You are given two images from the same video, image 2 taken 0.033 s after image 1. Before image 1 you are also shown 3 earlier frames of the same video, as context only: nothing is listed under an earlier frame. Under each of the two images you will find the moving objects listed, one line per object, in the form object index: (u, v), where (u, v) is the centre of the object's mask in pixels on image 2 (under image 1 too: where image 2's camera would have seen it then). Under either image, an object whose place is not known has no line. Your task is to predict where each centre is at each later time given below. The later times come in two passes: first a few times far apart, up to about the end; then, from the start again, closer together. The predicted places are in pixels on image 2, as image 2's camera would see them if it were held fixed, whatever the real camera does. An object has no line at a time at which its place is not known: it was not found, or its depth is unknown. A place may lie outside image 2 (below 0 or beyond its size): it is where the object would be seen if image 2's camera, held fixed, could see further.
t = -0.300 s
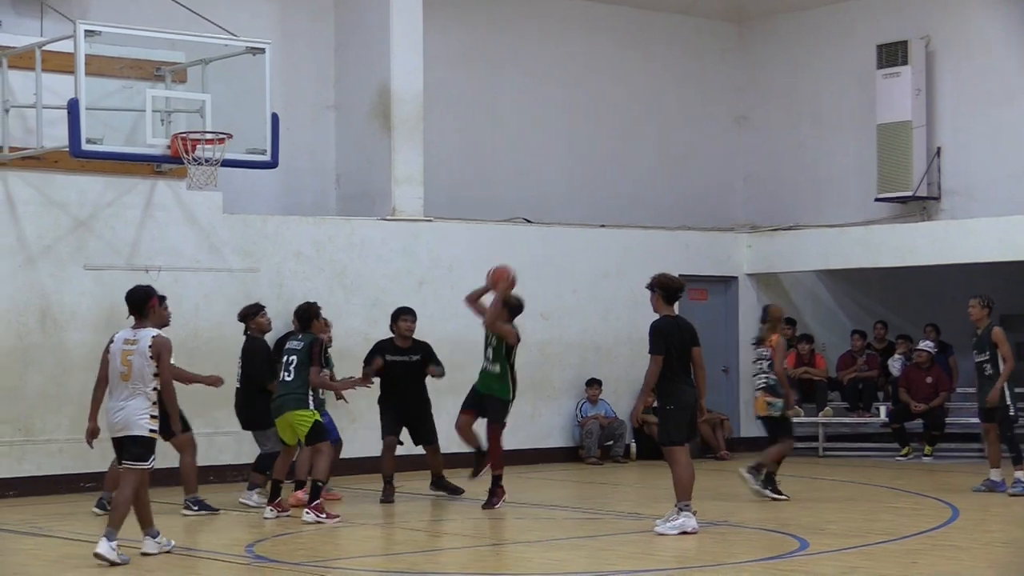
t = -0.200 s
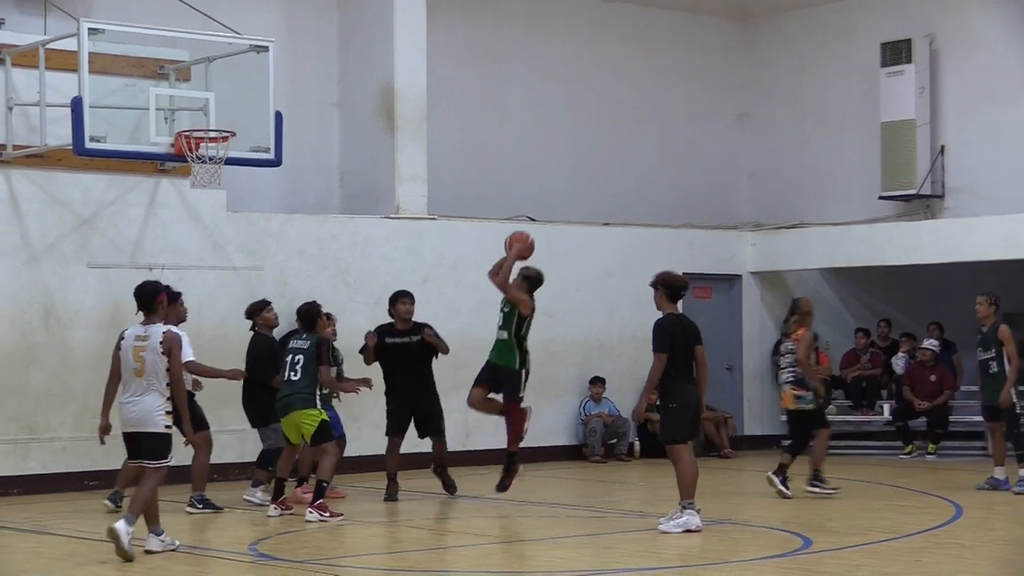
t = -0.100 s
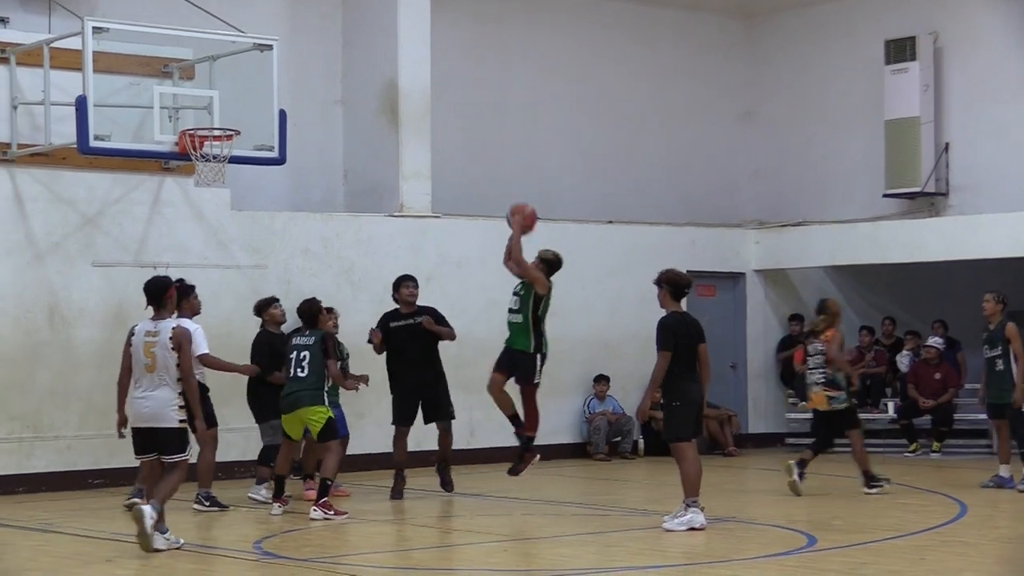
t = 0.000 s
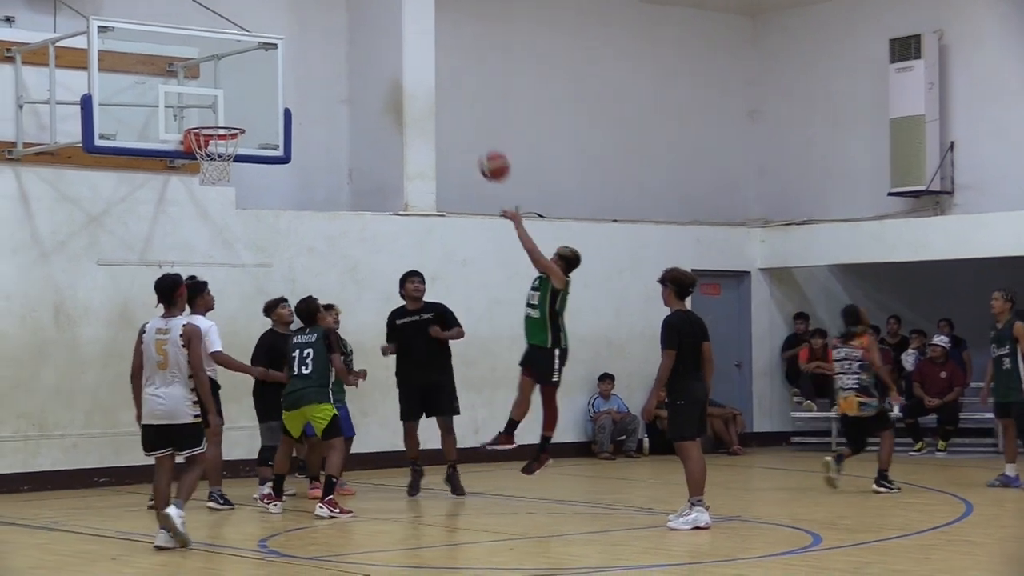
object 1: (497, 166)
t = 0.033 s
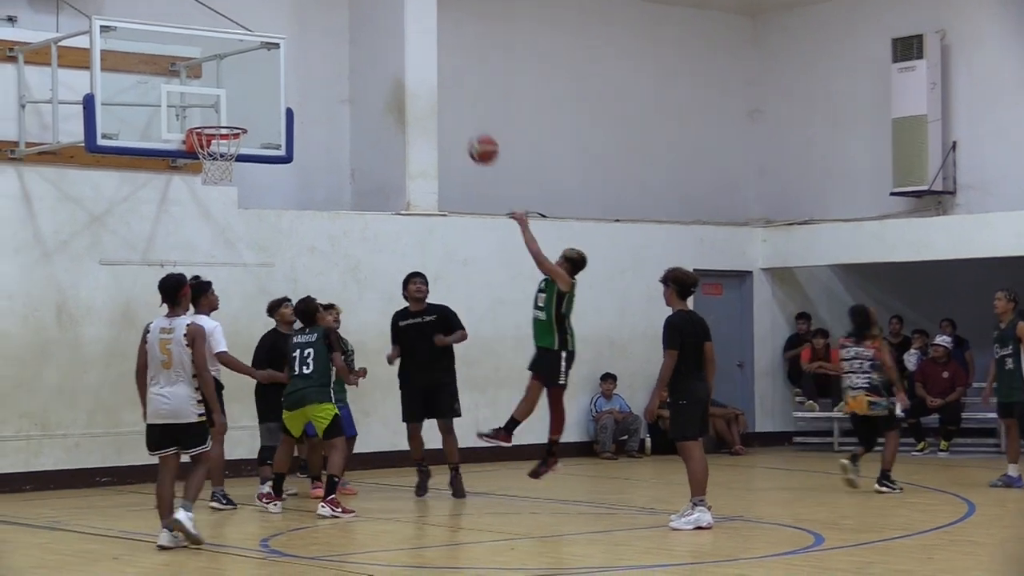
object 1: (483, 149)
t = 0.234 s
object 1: (404, 78)
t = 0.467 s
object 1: (315, 57)
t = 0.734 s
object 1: (215, 110)
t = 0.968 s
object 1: (218, 109)
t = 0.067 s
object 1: (469, 134)
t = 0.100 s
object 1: (456, 120)
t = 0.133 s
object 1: (443, 108)
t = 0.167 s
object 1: (430, 96)
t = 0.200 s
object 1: (417, 86)
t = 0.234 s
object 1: (404, 78)
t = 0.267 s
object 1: (392, 71)
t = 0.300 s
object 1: (379, 65)
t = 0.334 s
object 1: (366, 61)
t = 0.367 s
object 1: (353, 58)
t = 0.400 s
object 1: (340, 56)
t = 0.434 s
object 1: (327, 56)
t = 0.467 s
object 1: (315, 57)
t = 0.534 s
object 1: (289, 62)
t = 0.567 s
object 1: (277, 67)
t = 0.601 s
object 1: (264, 73)
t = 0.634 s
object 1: (252, 81)
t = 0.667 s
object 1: (240, 89)
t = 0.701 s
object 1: (227, 100)
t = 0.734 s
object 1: (215, 110)
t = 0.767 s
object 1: (207, 117)
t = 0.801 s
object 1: (205, 117)
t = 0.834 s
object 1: (203, 119)
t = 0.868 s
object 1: (203, 119)
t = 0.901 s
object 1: (208, 115)
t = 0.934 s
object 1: (213, 111)
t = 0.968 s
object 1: (218, 109)
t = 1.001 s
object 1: (223, 107)
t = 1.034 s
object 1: (228, 108)
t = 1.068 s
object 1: (233, 110)
